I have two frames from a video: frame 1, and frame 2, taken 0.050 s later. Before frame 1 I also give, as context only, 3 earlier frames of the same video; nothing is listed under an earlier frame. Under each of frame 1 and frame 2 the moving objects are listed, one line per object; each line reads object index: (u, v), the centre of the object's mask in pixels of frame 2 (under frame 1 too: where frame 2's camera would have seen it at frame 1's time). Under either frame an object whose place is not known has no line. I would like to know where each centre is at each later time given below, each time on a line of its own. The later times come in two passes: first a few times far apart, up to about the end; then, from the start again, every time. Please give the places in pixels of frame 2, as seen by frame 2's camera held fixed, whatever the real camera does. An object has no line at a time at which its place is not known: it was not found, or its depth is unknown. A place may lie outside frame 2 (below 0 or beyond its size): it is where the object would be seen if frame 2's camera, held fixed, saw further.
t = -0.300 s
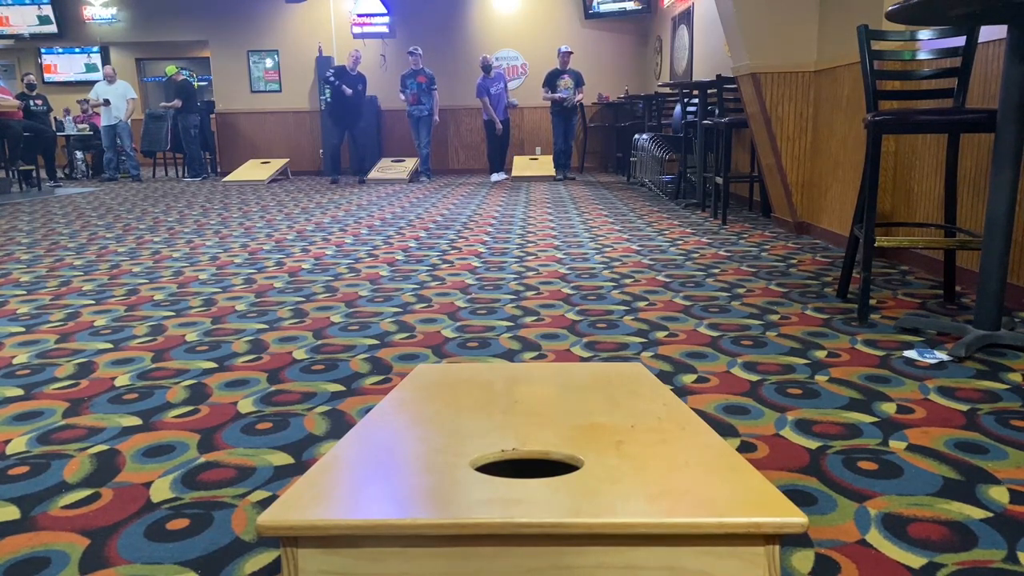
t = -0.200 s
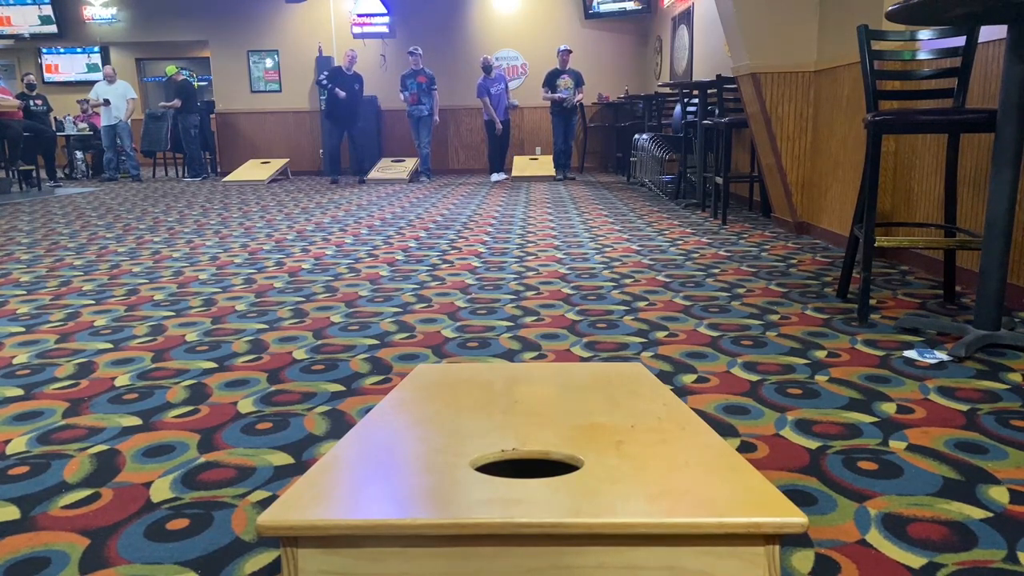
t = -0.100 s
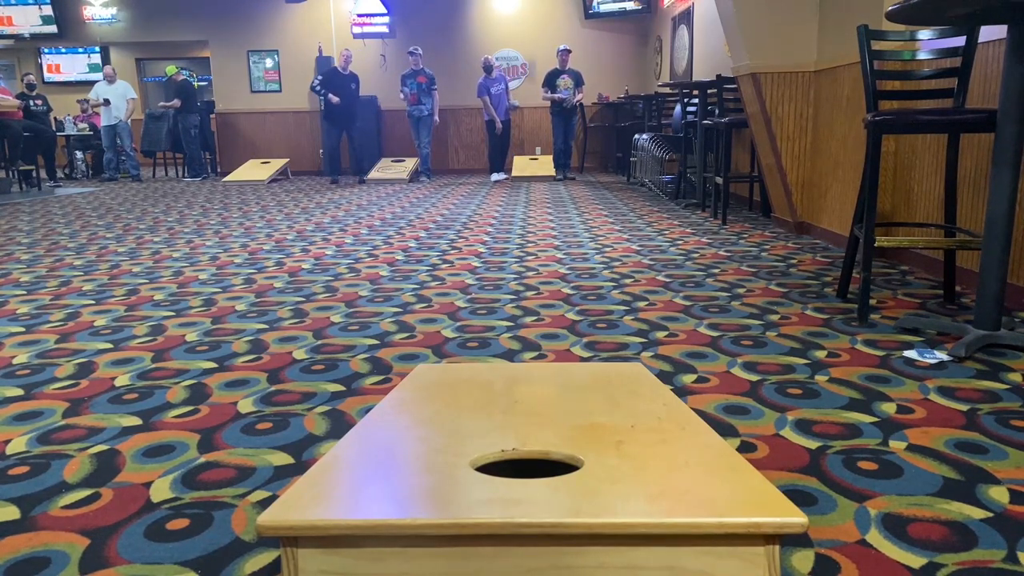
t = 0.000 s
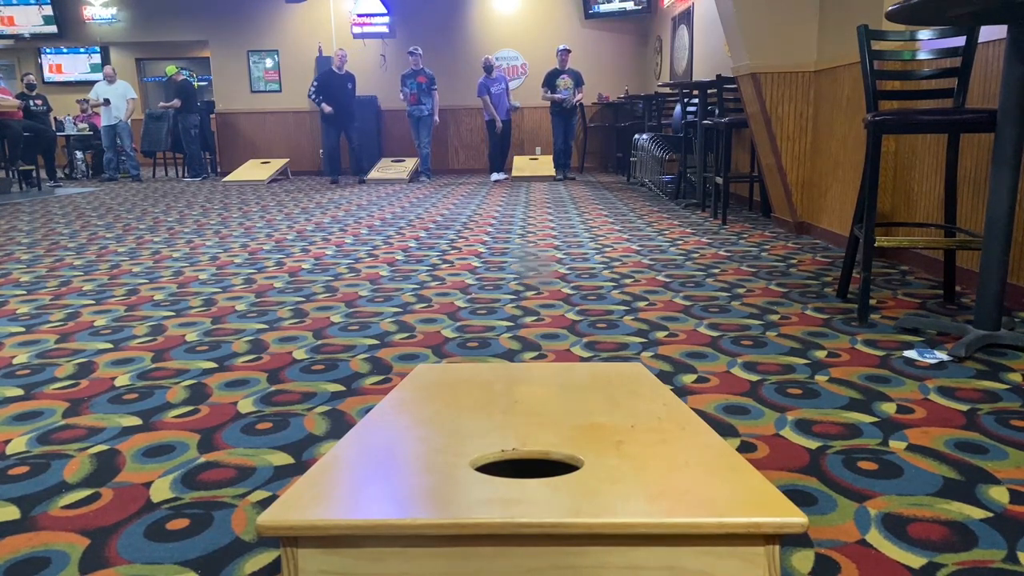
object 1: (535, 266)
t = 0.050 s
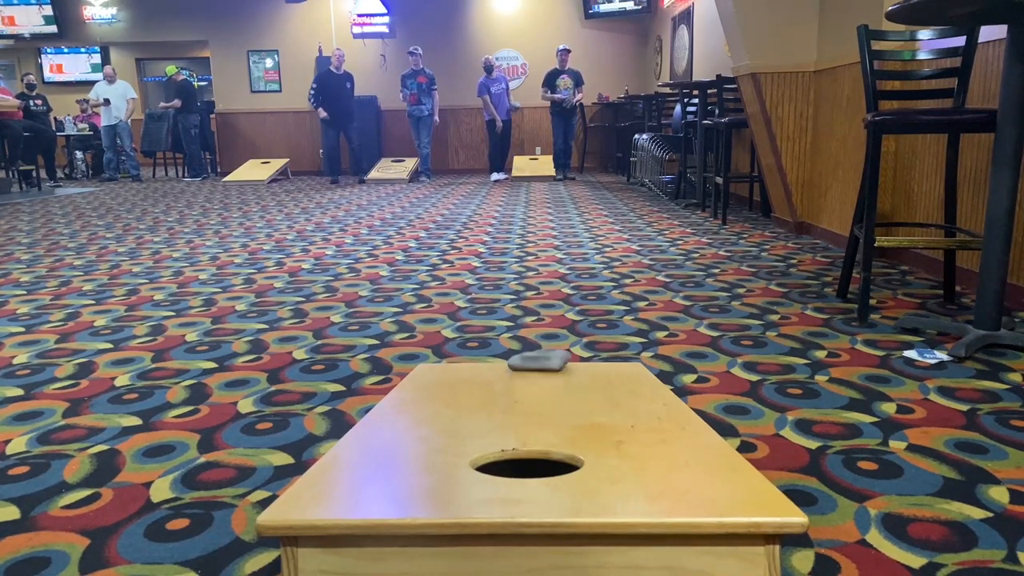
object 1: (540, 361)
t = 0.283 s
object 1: (556, 408)
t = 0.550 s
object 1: (578, 454)
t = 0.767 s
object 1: (552, 470)
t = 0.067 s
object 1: (540, 361)
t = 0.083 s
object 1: (541, 363)
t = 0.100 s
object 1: (542, 365)
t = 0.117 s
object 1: (545, 368)
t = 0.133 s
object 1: (546, 372)
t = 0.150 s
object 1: (547, 378)
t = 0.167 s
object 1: (548, 383)
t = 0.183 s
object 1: (549, 387)
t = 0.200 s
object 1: (550, 391)
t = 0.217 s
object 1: (551, 394)
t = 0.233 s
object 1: (552, 397)
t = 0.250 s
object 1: (553, 401)
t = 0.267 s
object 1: (554, 405)
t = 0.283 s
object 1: (556, 408)
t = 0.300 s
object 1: (557, 412)
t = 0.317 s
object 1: (558, 415)
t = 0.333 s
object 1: (559, 418)
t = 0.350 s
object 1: (561, 422)
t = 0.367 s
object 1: (562, 424)
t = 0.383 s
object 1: (563, 428)
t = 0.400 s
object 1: (565, 431)
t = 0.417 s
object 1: (566, 434)
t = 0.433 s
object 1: (567, 437)
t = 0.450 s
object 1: (568, 440)
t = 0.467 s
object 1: (568, 444)
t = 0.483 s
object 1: (568, 447)
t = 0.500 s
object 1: (570, 450)
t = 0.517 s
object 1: (572, 451)
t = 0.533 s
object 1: (575, 453)
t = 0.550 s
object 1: (578, 454)
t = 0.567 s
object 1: (581, 455)
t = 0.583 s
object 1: (582, 456)
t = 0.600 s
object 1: (580, 457)
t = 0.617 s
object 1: (577, 458)
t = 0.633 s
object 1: (573, 458)
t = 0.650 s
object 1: (569, 458)
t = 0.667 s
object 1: (565, 458)
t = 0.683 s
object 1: (561, 458)
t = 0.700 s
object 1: (556, 459)
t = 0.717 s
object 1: (553, 461)
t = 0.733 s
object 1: (551, 464)
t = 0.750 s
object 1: (553, 466)
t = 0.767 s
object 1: (552, 470)
